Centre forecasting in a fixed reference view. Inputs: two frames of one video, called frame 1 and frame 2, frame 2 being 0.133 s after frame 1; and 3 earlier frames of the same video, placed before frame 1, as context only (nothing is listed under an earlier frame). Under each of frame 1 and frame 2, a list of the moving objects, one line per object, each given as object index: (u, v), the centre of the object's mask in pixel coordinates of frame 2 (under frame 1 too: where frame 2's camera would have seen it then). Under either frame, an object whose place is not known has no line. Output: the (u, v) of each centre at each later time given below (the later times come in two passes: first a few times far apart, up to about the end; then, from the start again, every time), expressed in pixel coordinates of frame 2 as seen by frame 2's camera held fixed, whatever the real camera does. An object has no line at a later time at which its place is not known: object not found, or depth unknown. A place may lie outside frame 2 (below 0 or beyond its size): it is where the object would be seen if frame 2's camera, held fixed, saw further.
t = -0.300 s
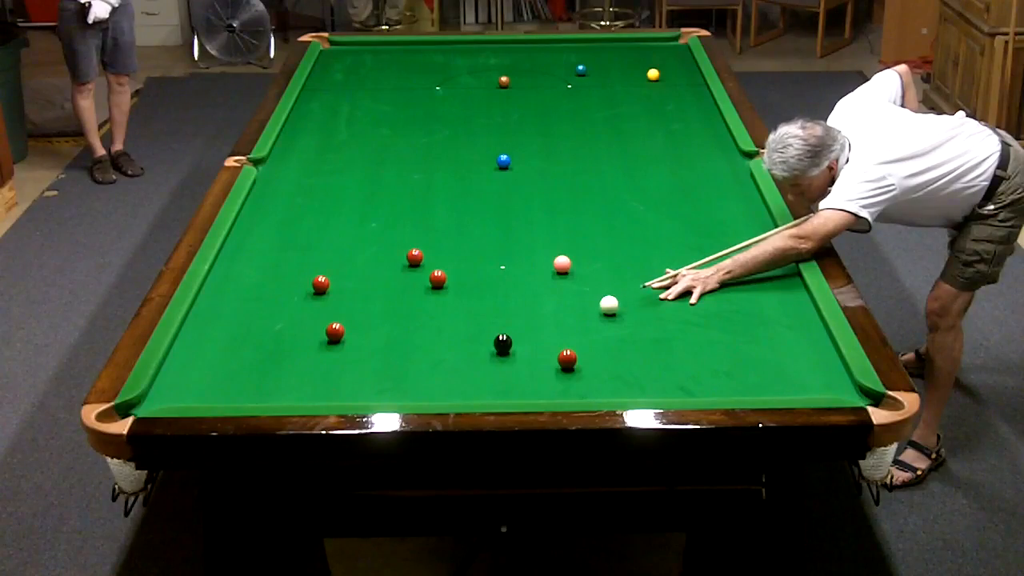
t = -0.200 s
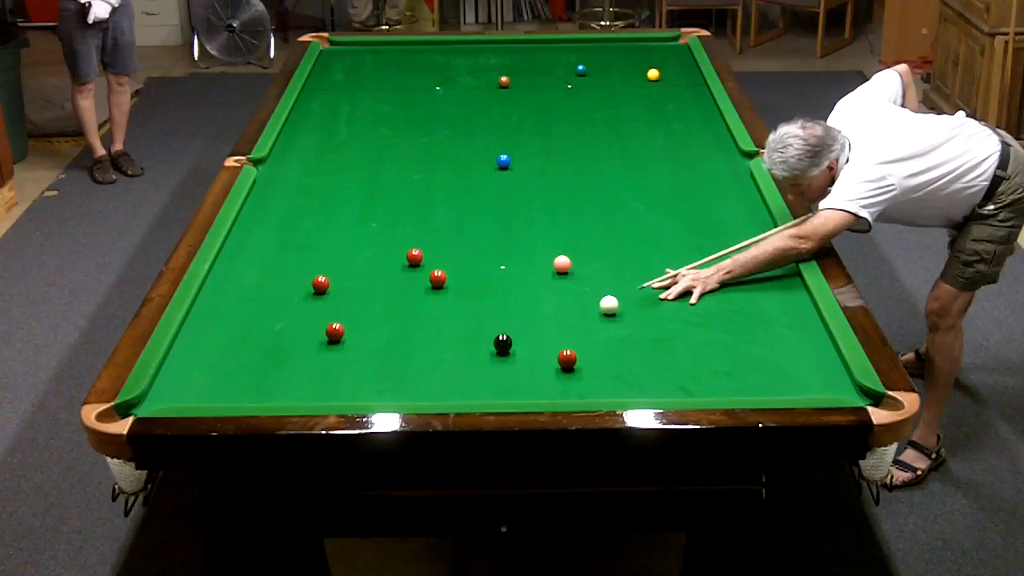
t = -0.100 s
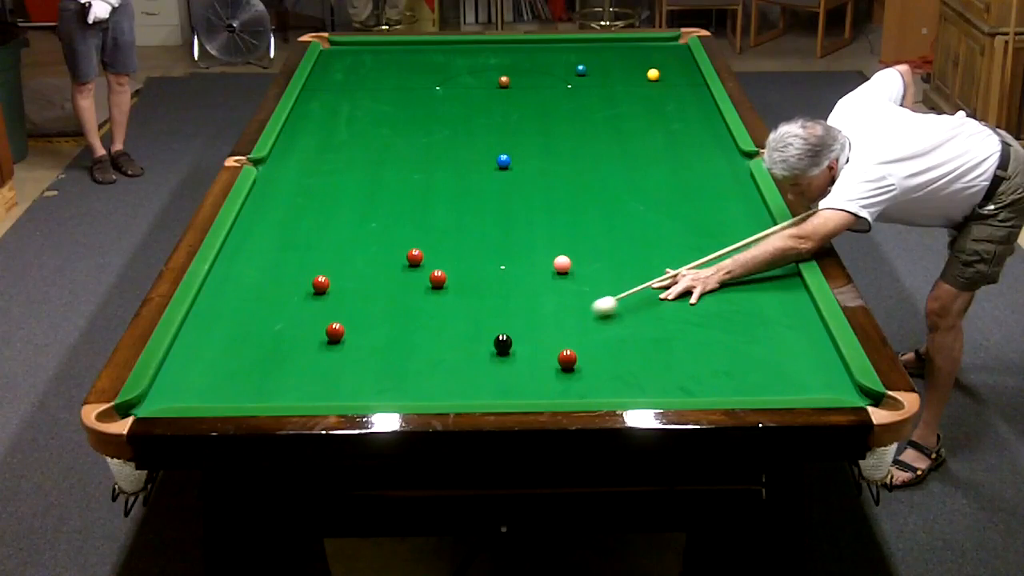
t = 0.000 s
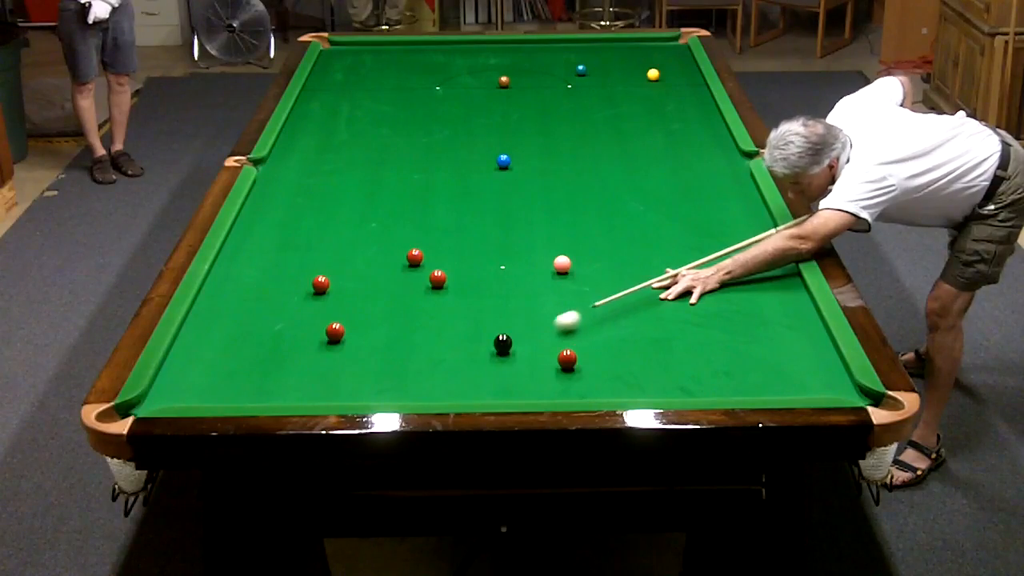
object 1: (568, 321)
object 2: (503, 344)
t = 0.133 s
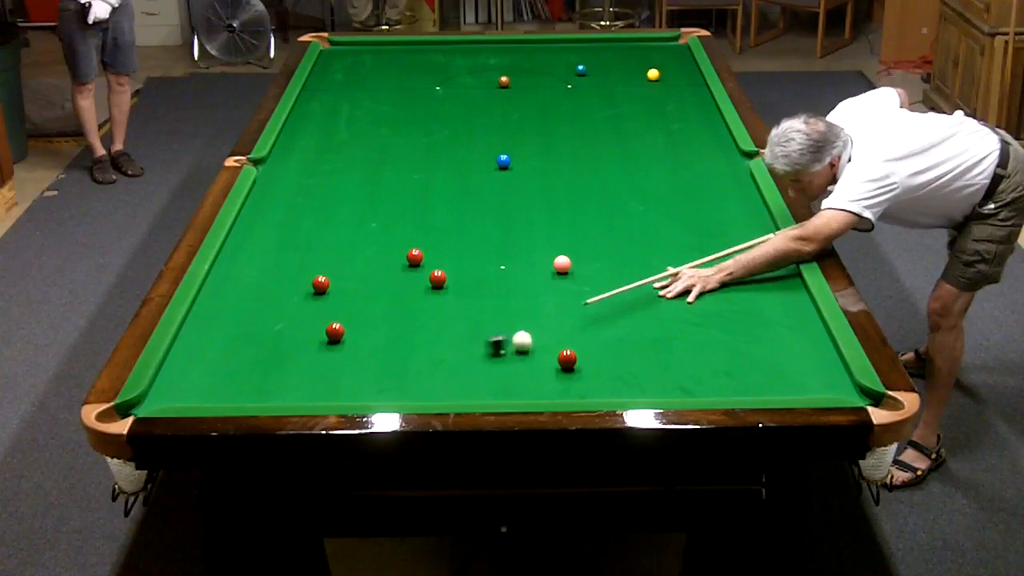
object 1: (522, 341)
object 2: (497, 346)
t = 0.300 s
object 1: (520, 357)
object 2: (437, 355)
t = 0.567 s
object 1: (505, 386)
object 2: (355, 368)
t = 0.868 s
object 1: (493, 386)
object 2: (263, 385)
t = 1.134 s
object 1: (486, 369)
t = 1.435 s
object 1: (478, 353)
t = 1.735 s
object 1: (472, 340)
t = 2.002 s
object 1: (466, 330)
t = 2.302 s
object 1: (460, 320)
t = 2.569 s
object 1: (456, 313)
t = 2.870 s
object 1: (452, 306)
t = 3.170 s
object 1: (449, 301)
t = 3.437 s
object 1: (447, 298)
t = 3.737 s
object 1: (445, 296)
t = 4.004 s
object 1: (445, 295)
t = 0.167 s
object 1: (523, 344)
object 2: (483, 348)
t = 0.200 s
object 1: (523, 347)
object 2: (470, 350)
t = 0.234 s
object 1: (523, 350)
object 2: (458, 352)
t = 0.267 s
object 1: (521, 354)
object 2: (446, 354)
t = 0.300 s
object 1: (520, 357)
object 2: (437, 355)
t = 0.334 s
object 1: (517, 361)
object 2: (427, 356)
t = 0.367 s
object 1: (516, 364)
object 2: (416, 358)
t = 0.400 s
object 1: (514, 368)
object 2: (406, 360)
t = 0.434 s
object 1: (512, 372)
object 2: (396, 362)
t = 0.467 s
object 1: (510, 375)
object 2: (386, 363)
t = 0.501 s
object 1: (508, 379)
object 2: (376, 365)
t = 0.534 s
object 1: (507, 383)
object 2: (366, 367)
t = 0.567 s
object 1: (505, 386)
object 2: (355, 368)
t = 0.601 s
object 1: (503, 389)
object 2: (346, 370)
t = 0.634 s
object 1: (501, 391)
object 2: (335, 371)
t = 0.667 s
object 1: (499, 394)
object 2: (325, 374)
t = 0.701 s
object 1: (498, 395)
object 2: (315, 376)
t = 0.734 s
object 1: (497, 392)
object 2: (305, 377)
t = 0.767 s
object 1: (496, 390)
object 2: (294, 379)
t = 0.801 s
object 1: (495, 389)
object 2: (284, 381)
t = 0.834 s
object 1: (494, 389)
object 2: (274, 382)
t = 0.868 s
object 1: (493, 386)
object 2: (263, 385)
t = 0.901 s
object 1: (493, 384)
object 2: (253, 386)
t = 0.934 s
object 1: (491, 382)
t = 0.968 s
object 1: (491, 380)
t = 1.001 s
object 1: (490, 377)
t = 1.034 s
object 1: (489, 376)
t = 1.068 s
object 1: (488, 373)
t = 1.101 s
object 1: (487, 371)
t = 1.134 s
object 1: (486, 369)
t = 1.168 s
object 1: (485, 368)
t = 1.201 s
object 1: (484, 366)
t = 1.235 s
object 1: (483, 364)
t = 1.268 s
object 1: (483, 362)
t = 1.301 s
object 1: (482, 360)
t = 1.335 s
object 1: (481, 359)
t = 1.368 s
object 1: (480, 357)
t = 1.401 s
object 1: (479, 355)
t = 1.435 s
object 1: (478, 353)
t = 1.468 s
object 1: (477, 352)
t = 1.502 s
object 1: (477, 350)
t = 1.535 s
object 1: (476, 349)
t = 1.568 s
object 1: (475, 347)
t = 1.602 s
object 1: (474, 346)
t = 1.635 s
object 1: (474, 344)
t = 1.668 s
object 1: (473, 343)
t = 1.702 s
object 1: (472, 341)
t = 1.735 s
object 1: (472, 340)
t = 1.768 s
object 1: (471, 339)
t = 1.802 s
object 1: (470, 337)
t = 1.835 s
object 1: (469, 336)
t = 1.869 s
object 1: (469, 335)
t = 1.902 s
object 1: (468, 333)
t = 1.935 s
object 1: (467, 332)
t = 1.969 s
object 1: (467, 331)
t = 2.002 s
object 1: (466, 330)
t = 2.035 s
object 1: (465, 328)
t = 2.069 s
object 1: (465, 327)
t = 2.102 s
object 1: (464, 326)
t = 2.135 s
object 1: (463, 325)
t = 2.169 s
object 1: (463, 324)
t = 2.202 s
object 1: (462, 323)
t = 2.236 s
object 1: (462, 322)
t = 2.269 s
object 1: (461, 321)
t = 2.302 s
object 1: (460, 320)
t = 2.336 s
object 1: (460, 319)
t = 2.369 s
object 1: (459, 318)
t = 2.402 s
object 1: (459, 317)
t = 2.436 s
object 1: (458, 316)
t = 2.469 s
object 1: (458, 315)
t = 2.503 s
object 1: (457, 314)
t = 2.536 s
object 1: (457, 313)
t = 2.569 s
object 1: (456, 313)
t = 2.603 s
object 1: (456, 312)
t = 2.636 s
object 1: (455, 311)
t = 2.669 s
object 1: (455, 310)
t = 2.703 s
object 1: (454, 310)
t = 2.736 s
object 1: (454, 309)
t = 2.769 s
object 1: (453, 308)
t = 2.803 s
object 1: (453, 308)
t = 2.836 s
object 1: (452, 307)
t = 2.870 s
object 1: (452, 306)
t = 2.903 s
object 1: (452, 306)
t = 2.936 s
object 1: (451, 305)
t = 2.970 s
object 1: (451, 304)
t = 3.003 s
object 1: (451, 304)
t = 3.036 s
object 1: (450, 303)
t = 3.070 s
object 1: (450, 303)
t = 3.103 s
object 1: (450, 302)
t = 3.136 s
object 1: (449, 302)
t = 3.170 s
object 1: (449, 301)
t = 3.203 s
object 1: (449, 301)
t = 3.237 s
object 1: (448, 300)
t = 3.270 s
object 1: (448, 300)
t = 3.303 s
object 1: (448, 299)
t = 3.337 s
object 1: (448, 299)
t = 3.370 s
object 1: (447, 299)
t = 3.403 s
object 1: (447, 298)
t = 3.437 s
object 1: (447, 298)
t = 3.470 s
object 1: (447, 298)
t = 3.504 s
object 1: (446, 297)
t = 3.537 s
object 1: (446, 297)
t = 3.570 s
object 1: (446, 297)
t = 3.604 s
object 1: (446, 297)
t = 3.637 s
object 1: (445, 296)
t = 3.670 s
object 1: (445, 296)
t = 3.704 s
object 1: (445, 296)
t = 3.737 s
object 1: (445, 296)
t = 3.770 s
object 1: (445, 296)
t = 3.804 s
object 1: (445, 295)
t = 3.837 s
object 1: (445, 295)
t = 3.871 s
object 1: (445, 295)
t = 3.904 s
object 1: (445, 295)
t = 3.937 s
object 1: (445, 295)
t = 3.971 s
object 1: (445, 295)
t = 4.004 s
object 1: (445, 295)
